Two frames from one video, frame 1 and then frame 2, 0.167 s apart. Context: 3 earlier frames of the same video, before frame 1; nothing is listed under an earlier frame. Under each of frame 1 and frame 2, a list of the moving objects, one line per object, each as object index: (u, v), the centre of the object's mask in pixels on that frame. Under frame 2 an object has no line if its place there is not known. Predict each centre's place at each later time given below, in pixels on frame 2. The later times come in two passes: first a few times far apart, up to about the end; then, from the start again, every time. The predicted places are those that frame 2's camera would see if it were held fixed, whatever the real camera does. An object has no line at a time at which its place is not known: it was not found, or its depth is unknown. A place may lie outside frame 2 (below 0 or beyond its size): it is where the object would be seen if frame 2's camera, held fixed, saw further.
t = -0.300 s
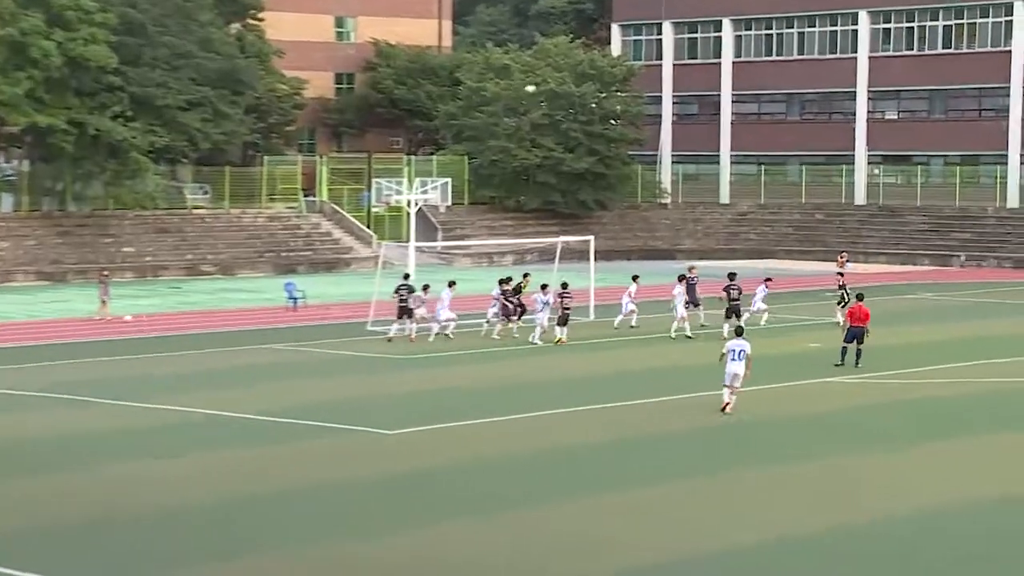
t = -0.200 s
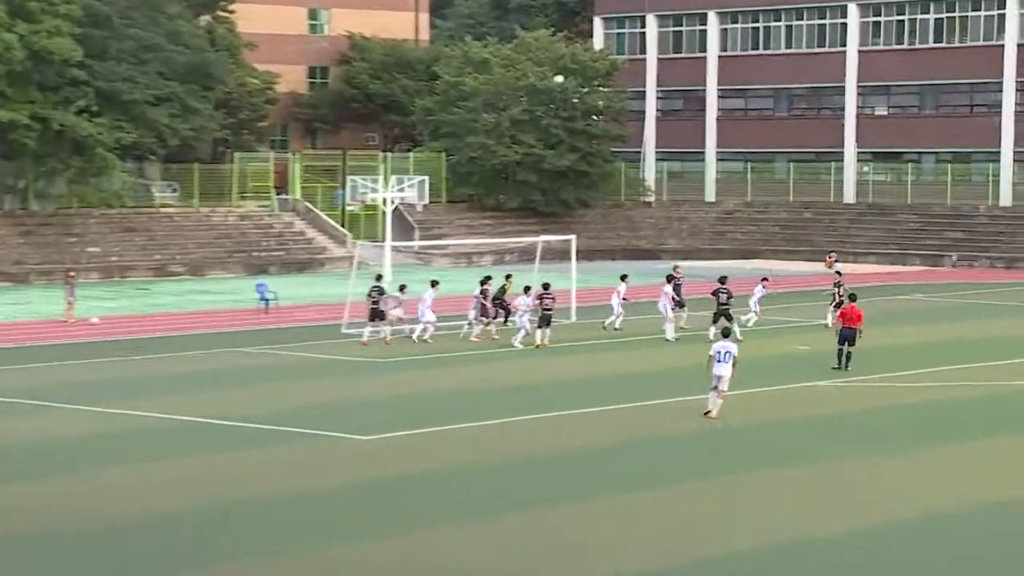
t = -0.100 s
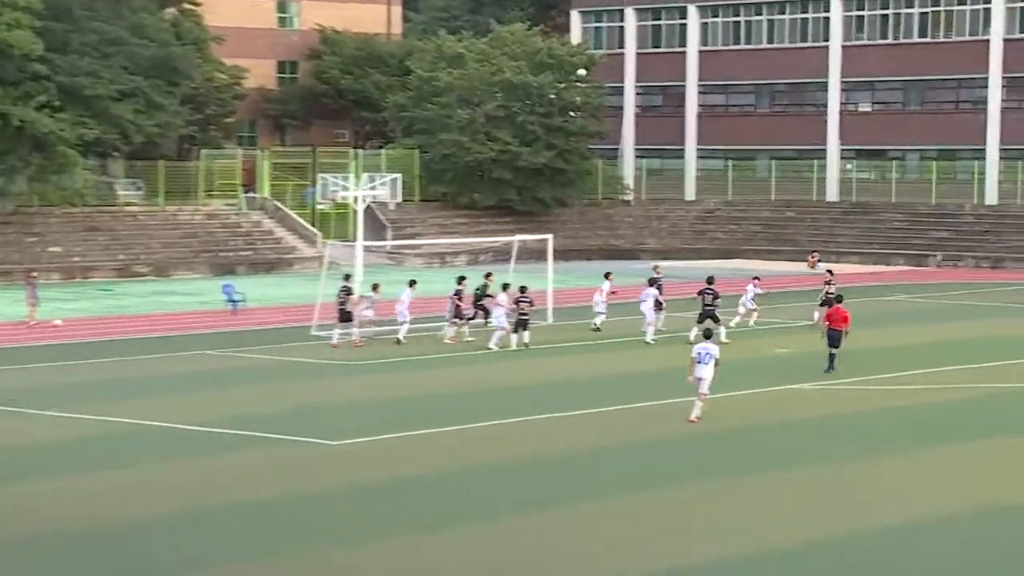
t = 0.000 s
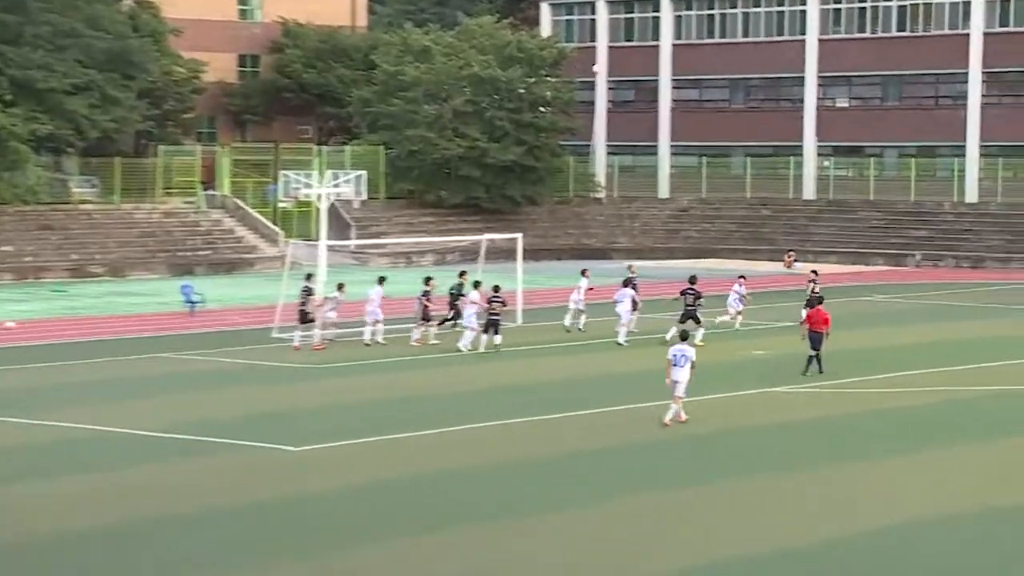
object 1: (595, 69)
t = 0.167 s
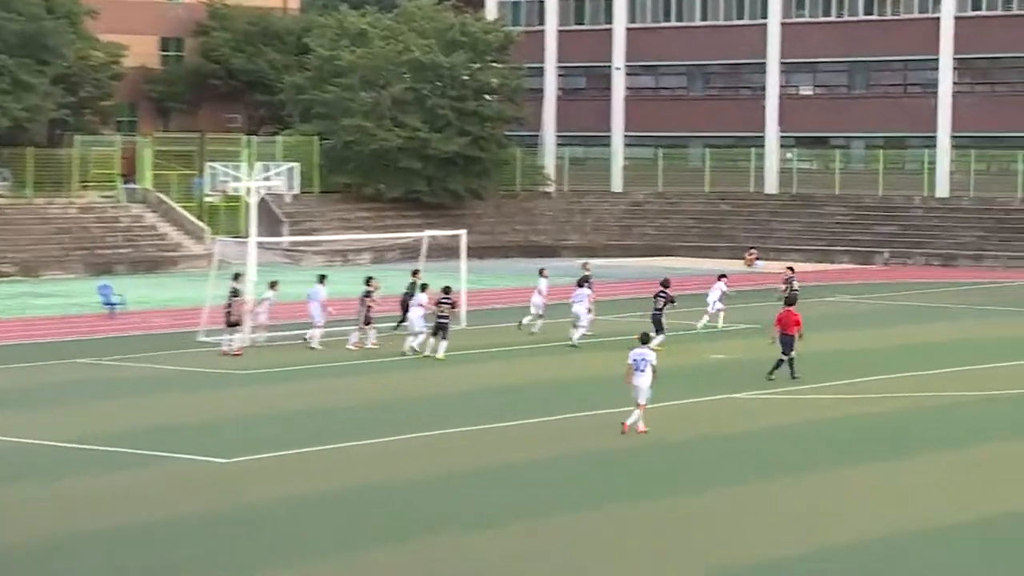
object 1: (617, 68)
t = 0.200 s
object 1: (632, 67)
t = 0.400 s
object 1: (709, 94)
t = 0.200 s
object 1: (632, 67)
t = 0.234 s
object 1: (646, 71)
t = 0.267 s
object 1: (659, 75)
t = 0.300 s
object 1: (672, 78)
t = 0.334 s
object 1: (684, 83)
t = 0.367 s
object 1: (696, 88)
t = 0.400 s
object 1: (709, 94)
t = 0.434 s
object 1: (721, 99)
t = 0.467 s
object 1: (733, 105)
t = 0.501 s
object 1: (745, 111)
